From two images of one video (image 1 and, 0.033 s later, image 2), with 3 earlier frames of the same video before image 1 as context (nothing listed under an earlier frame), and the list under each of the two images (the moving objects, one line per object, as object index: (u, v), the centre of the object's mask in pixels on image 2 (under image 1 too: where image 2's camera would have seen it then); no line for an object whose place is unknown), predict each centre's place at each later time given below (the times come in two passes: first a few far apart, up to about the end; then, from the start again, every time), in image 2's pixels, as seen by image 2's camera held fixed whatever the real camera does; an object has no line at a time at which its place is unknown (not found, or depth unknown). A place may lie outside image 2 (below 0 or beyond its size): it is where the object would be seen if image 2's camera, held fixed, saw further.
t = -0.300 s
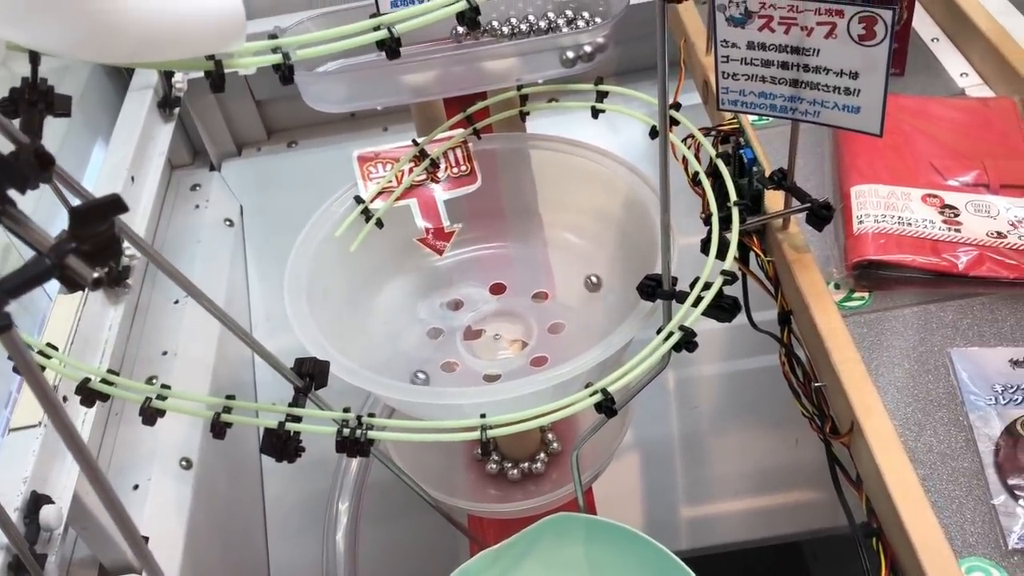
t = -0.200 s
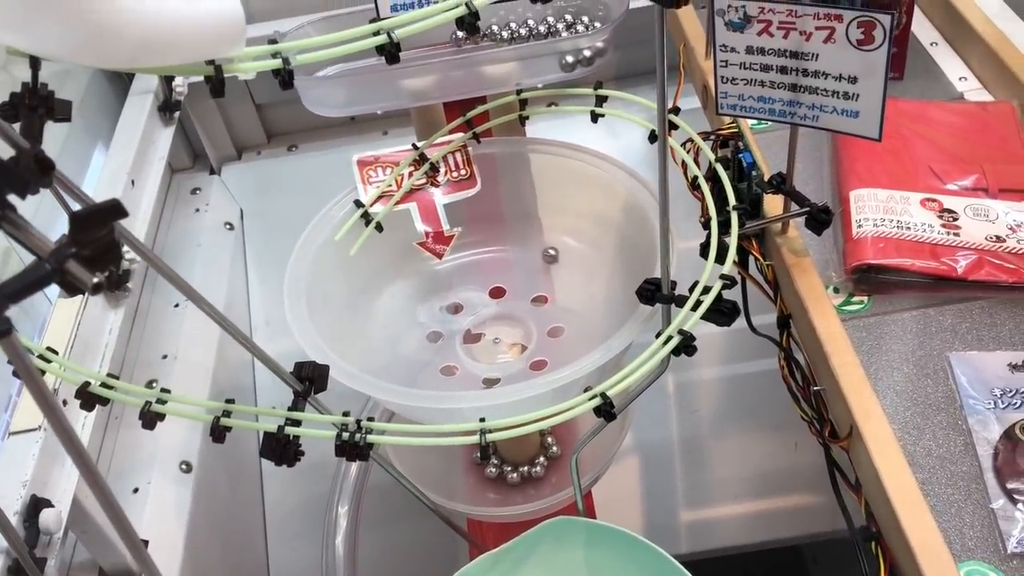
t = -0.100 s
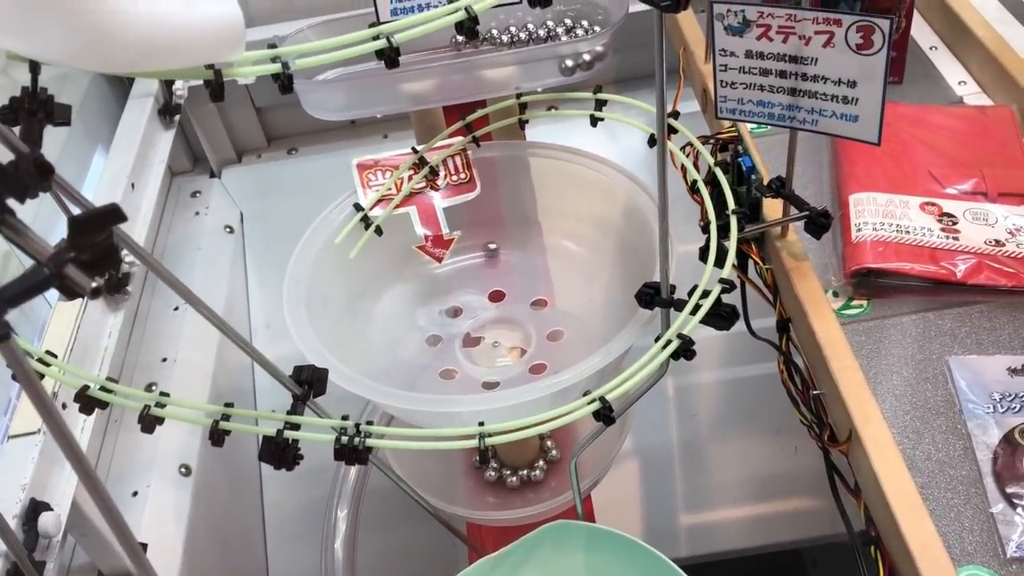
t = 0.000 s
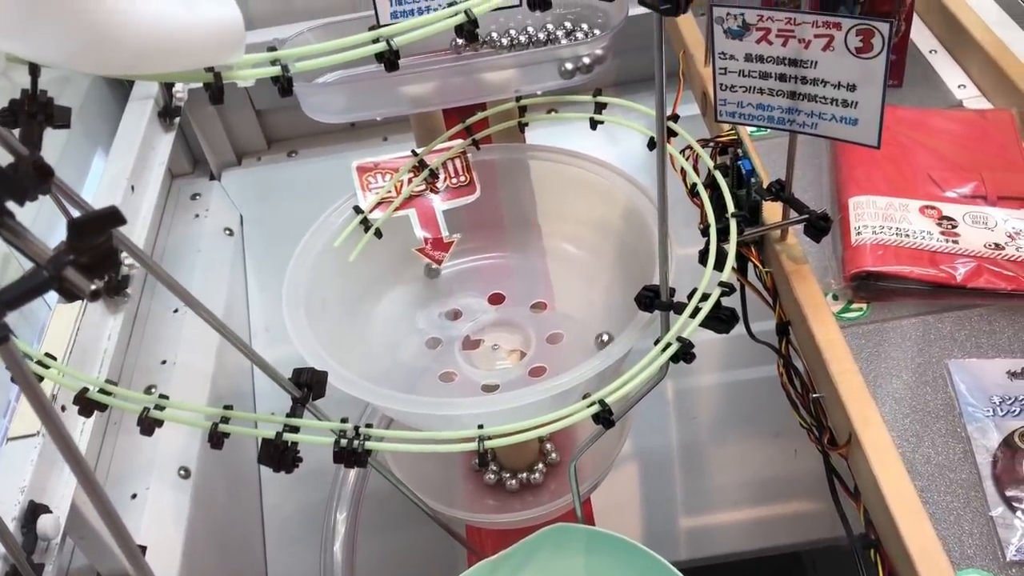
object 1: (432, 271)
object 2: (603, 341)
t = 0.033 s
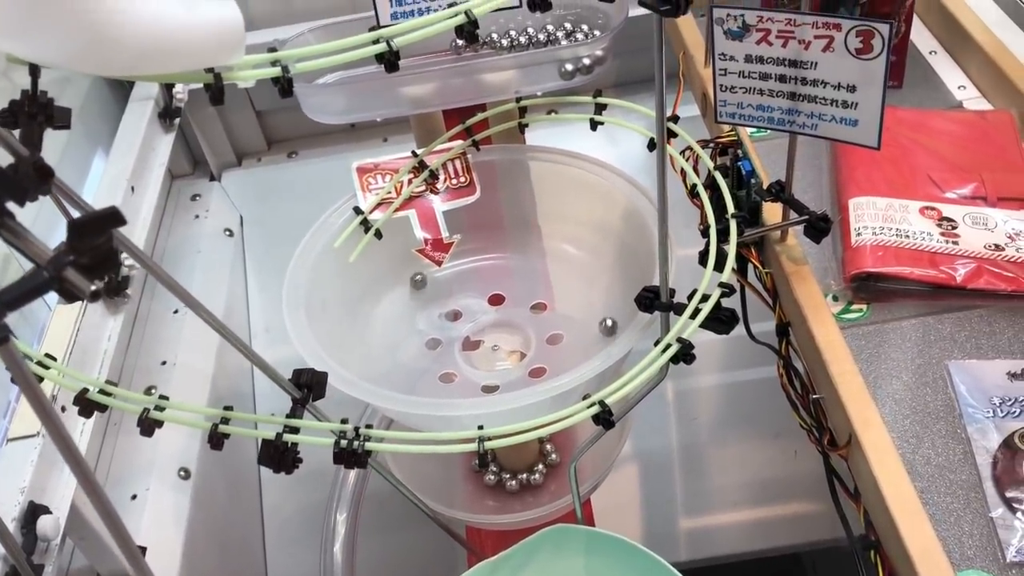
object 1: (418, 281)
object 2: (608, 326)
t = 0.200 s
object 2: (552, 268)
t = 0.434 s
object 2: (413, 277)
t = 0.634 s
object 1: (585, 347)
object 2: (404, 367)
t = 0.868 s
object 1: (549, 263)
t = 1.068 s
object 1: (450, 271)
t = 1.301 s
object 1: (398, 353)
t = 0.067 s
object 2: (606, 310)
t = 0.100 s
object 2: (598, 296)
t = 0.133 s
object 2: (586, 285)
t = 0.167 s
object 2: (570, 275)
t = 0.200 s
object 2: (552, 268)
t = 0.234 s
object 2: (533, 261)
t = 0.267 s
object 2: (513, 258)
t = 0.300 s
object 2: (491, 256)
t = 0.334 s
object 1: (439, 393)
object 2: (469, 257)
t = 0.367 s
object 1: (457, 396)
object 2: (450, 262)
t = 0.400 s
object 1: (475, 396)
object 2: (428, 269)
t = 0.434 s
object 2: (413, 277)
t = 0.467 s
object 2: (401, 291)
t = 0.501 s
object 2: (392, 306)
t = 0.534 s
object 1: (549, 378)
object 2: (389, 321)
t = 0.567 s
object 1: (564, 369)
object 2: (390, 338)
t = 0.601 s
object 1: (576, 359)
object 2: (395, 353)
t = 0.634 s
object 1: (585, 347)
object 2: (404, 367)
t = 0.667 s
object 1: (589, 332)
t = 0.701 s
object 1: (591, 319)
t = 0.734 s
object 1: (588, 305)
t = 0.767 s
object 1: (582, 292)
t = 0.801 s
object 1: (573, 281)
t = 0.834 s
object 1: (563, 271)
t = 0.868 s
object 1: (549, 263)
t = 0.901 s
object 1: (533, 258)
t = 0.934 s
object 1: (517, 256)
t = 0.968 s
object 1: (500, 255)
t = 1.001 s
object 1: (482, 259)
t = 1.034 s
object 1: (466, 263)
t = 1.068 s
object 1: (450, 271)
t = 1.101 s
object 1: (435, 280)
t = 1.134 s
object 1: (423, 290)
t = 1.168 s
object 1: (412, 303)
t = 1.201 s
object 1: (404, 315)
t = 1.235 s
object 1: (399, 327)
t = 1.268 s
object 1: (397, 340)
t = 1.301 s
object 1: (398, 353)
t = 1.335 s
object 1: (402, 364)
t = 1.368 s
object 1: (410, 375)
